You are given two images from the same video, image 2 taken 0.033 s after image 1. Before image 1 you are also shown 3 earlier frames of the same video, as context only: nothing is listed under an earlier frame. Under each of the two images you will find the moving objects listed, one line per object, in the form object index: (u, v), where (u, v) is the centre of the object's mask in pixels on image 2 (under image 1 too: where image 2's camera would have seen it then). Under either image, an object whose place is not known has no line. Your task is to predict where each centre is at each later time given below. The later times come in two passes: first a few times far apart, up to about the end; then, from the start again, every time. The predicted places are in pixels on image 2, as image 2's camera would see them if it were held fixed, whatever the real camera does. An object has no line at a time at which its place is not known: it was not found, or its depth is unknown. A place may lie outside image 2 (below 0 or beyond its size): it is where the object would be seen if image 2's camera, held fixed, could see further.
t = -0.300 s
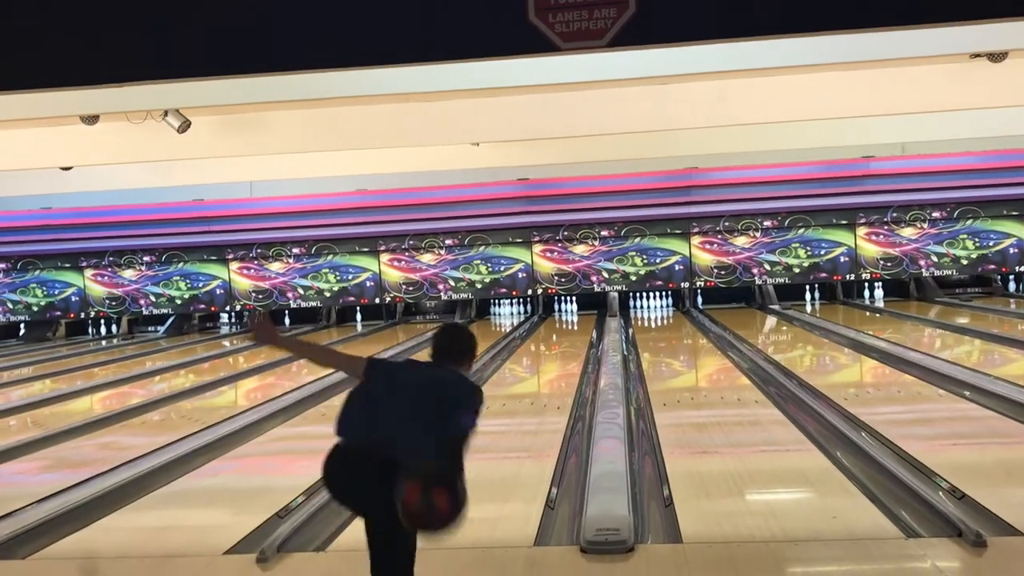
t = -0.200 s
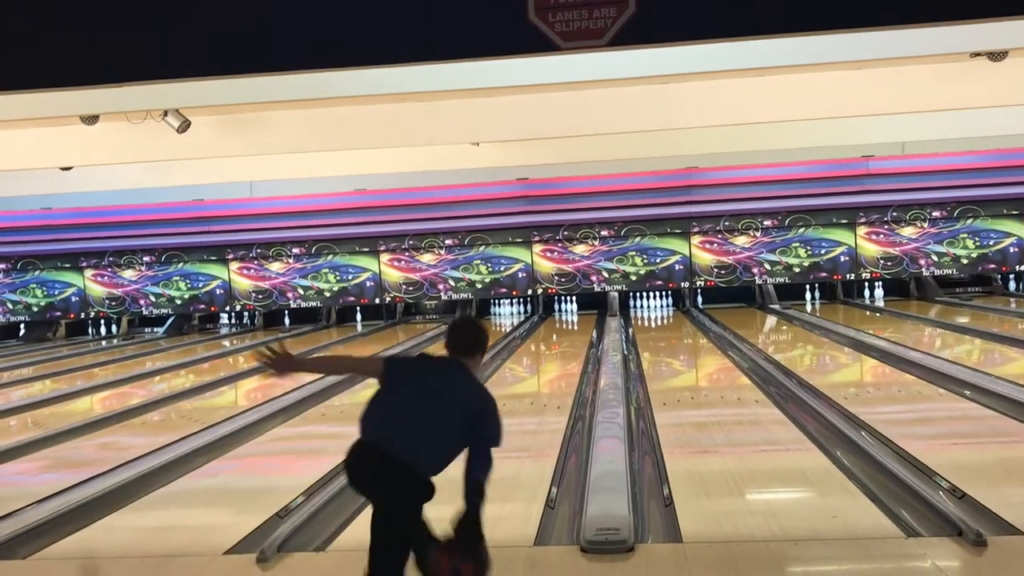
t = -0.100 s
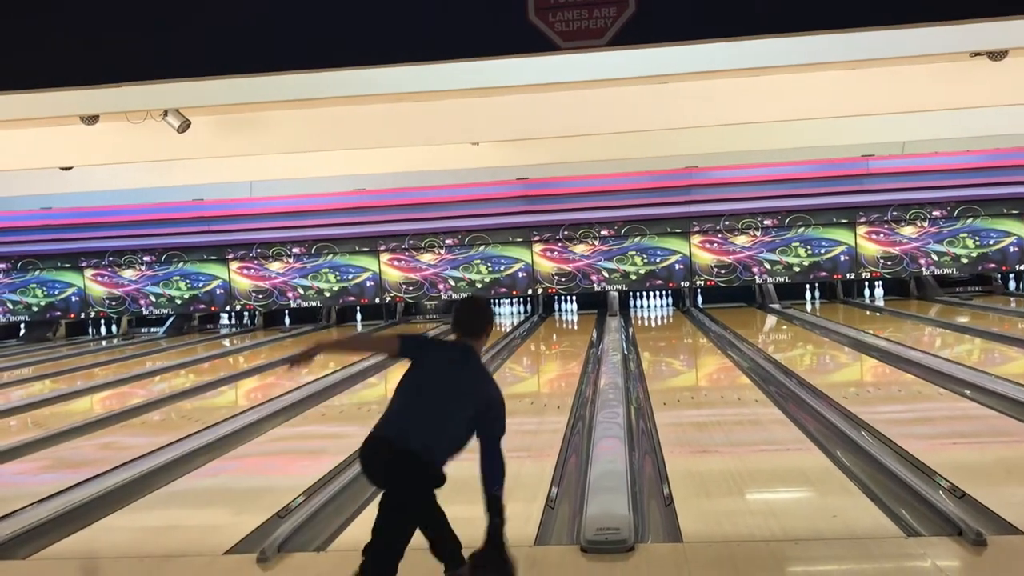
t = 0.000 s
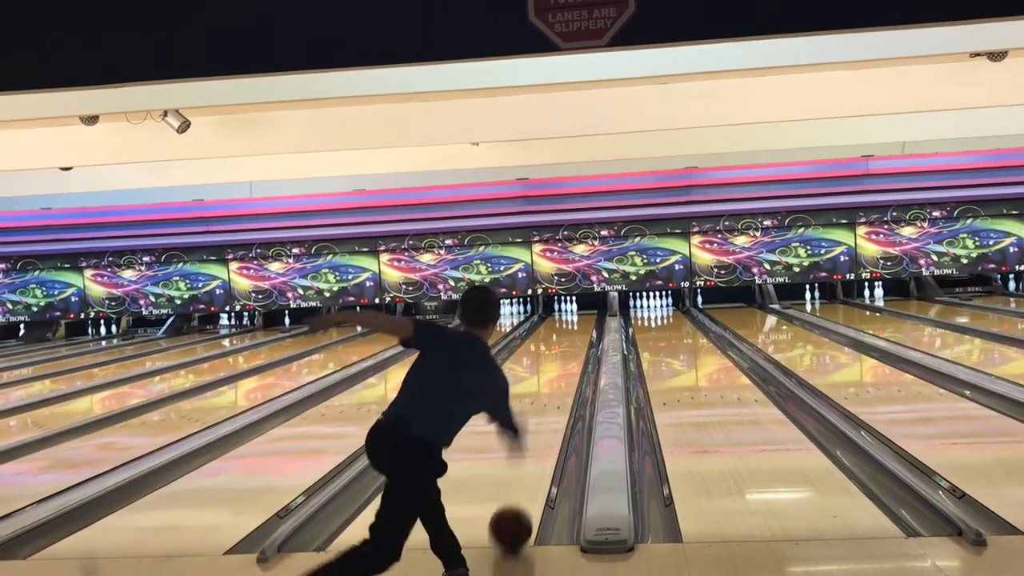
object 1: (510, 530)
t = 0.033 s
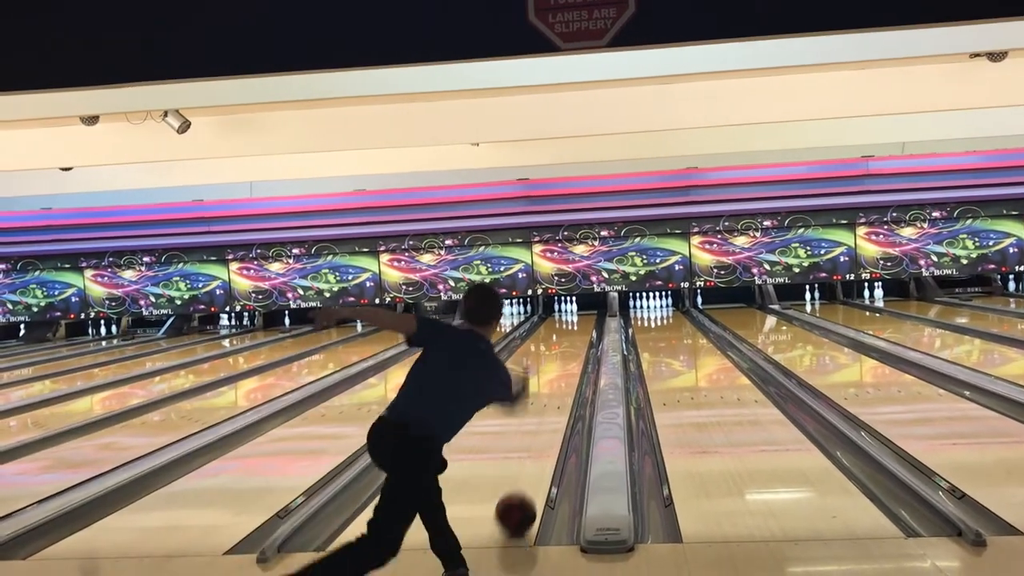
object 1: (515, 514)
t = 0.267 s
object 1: (539, 443)
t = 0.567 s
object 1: (555, 394)
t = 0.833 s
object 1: (563, 369)
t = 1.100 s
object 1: (567, 351)
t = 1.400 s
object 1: (570, 336)
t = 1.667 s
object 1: (572, 327)
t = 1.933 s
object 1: (574, 320)
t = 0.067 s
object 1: (520, 501)
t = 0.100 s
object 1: (524, 489)
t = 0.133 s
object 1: (528, 478)
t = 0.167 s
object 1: (531, 468)
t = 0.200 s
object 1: (534, 459)
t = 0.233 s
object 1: (537, 451)
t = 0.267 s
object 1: (539, 443)
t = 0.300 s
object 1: (541, 436)
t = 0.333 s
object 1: (544, 430)
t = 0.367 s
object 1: (546, 423)
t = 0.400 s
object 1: (548, 418)
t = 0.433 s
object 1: (549, 413)
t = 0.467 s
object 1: (551, 408)
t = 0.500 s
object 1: (552, 403)
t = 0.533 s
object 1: (554, 399)
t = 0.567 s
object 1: (555, 394)
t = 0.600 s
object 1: (556, 391)
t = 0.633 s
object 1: (557, 387)
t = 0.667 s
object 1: (558, 383)
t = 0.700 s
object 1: (560, 380)
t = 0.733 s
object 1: (560, 377)
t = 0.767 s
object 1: (561, 374)
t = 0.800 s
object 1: (562, 372)
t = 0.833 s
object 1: (563, 369)
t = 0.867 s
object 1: (563, 366)
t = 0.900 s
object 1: (564, 364)
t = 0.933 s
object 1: (564, 361)
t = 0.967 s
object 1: (565, 359)
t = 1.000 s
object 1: (566, 357)
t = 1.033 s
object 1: (566, 355)
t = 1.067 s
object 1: (567, 353)
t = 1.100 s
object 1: (567, 351)
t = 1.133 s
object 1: (567, 349)
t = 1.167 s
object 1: (568, 347)
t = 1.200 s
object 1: (568, 345)
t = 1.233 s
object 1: (569, 344)
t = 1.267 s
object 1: (569, 342)
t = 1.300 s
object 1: (569, 340)
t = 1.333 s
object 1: (570, 339)
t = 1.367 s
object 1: (570, 338)
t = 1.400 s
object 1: (570, 336)
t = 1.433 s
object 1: (571, 335)
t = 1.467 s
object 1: (571, 334)
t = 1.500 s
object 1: (571, 333)
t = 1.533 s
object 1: (571, 332)
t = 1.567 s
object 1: (572, 330)
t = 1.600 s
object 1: (571, 329)
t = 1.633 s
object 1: (572, 328)
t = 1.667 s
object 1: (572, 327)
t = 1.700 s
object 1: (572, 326)
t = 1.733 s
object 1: (573, 325)
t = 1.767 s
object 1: (573, 324)
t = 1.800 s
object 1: (573, 323)
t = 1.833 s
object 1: (573, 322)
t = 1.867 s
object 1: (574, 322)
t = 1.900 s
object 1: (574, 321)
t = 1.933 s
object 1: (574, 320)
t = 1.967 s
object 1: (574, 320)
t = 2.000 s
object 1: (574, 319)
